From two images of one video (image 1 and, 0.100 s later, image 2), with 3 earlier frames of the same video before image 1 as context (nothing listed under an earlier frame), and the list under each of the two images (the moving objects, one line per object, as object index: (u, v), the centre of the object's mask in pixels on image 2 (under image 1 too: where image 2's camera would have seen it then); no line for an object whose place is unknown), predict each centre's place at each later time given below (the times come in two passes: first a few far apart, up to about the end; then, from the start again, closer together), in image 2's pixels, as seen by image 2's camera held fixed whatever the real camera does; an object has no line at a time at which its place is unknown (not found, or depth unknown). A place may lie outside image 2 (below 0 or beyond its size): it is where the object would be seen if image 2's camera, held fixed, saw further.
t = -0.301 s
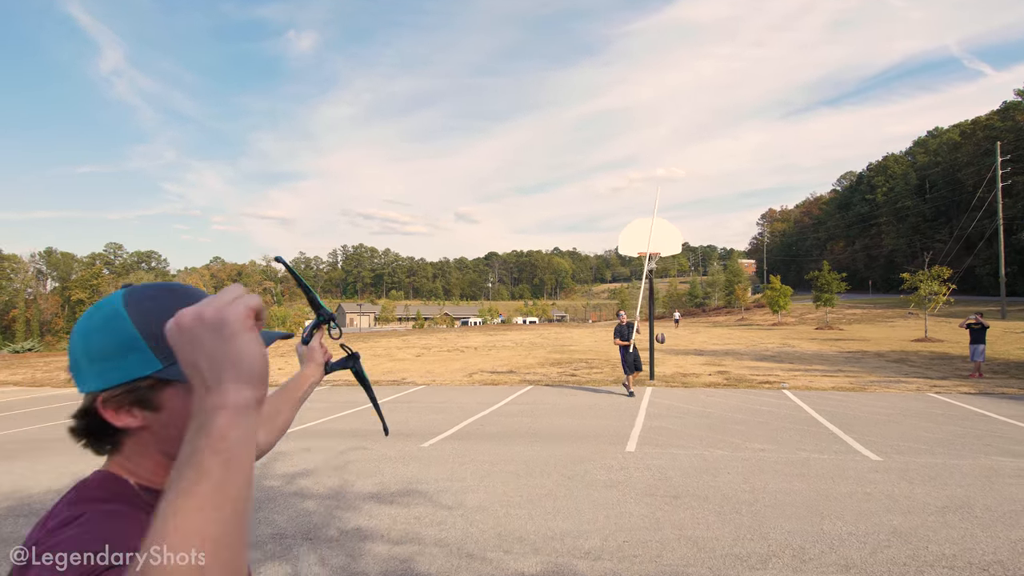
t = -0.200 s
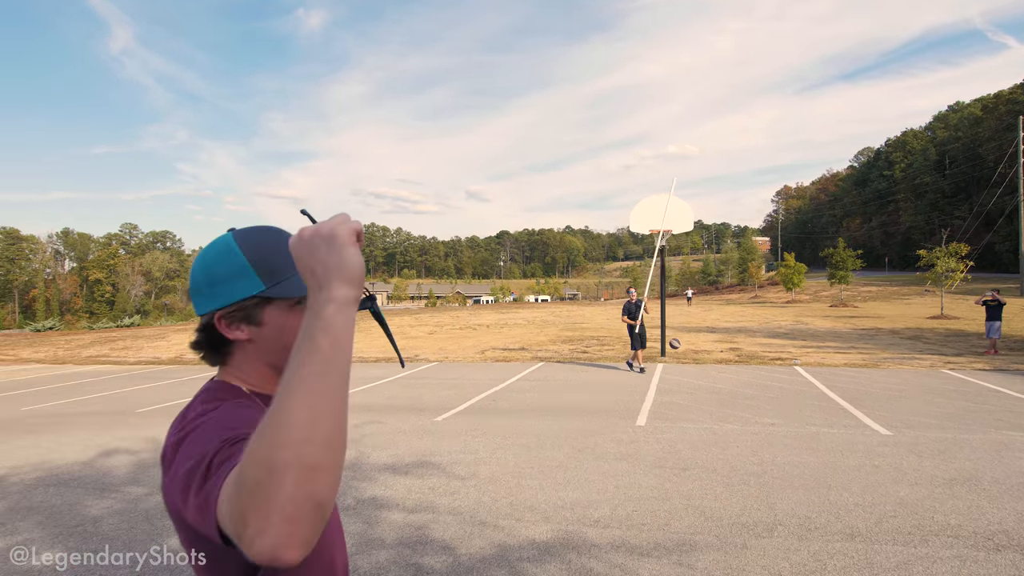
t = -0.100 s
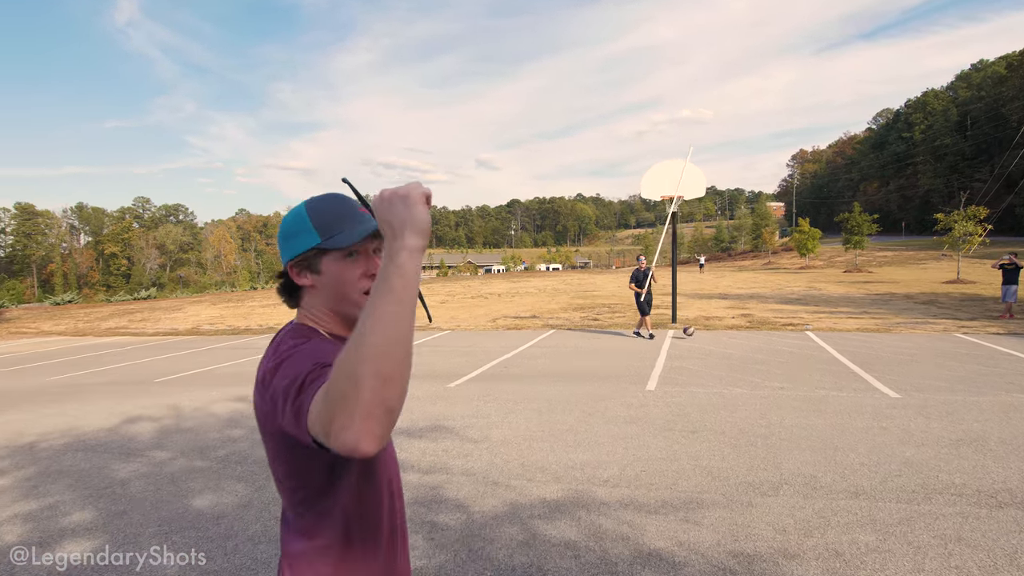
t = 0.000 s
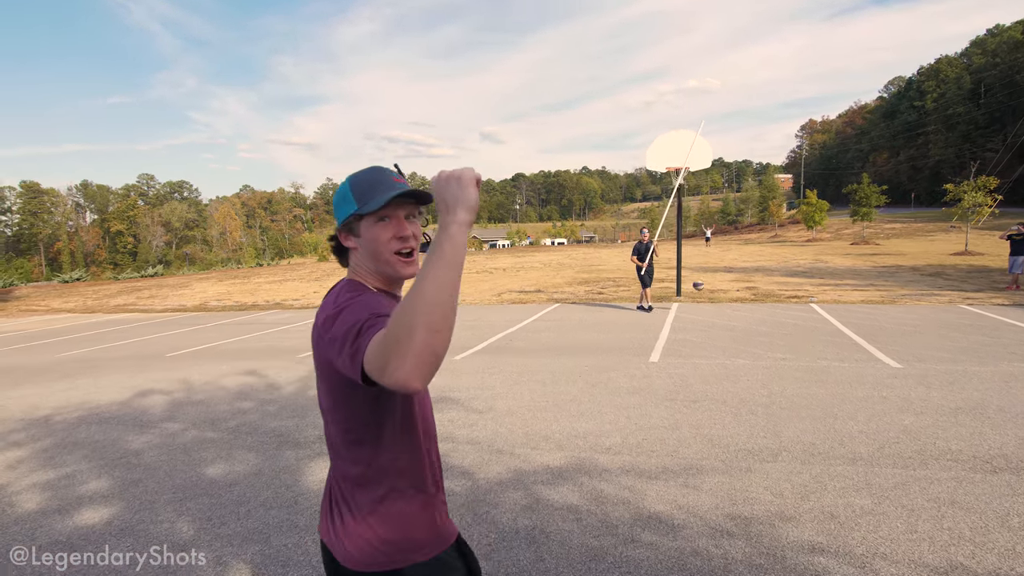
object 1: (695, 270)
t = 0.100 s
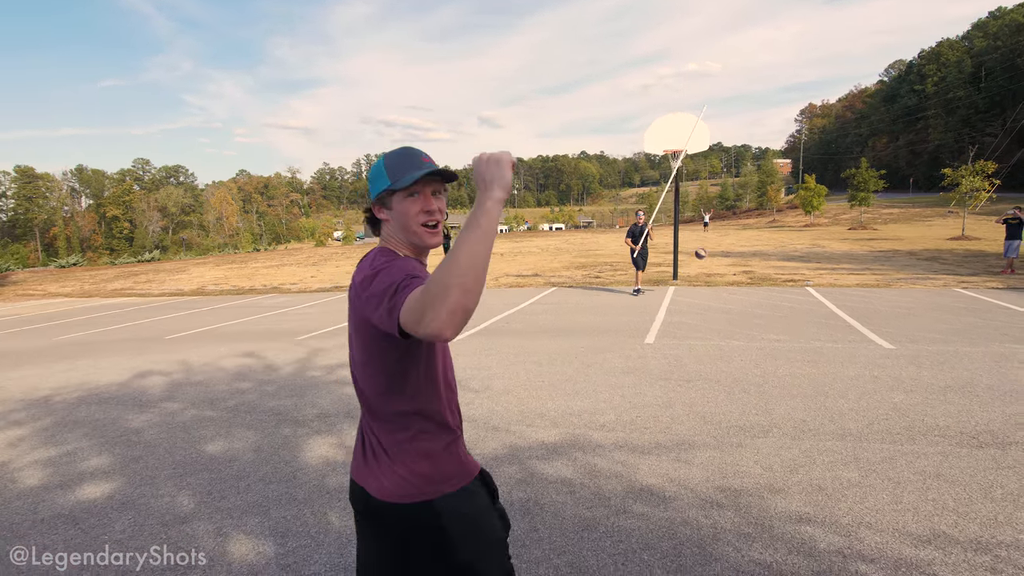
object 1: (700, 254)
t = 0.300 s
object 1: (710, 237)
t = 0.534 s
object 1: (722, 243)
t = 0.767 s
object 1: (737, 282)
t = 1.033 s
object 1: (750, 273)
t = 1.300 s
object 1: (762, 276)
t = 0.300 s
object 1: (710, 237)
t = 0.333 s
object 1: (711, 236)
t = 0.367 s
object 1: (713, 235)
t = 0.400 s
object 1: (715, 236)
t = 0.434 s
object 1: (717, 236)
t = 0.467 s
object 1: (719, 238)
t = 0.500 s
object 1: (720, 240)
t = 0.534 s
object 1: (722, 243)
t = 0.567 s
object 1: (724, 246)
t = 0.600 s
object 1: (726, 250)
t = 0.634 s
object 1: (730, 257)
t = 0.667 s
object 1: (732, 262)
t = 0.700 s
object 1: (734, 268)
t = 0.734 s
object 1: (736, 274)
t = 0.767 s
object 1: (737, 282)
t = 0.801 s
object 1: (739, 290)
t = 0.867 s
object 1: (742, 290)
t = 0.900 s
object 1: (744, 286)
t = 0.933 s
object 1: (745, 282)
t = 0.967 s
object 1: (746, 278)
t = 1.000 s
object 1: (749, 275)
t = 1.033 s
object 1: (750, 273)
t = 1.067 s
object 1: (751, 272)
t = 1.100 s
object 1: (752, 270)
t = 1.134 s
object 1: (754, 270)
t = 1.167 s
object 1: (755, 270)
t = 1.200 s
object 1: (757, 271)
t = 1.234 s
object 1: (759, 272)
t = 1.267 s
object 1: (760, 274)
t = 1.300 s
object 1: (762, 276)
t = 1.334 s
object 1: (764, 279)
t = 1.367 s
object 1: (766, 282)
